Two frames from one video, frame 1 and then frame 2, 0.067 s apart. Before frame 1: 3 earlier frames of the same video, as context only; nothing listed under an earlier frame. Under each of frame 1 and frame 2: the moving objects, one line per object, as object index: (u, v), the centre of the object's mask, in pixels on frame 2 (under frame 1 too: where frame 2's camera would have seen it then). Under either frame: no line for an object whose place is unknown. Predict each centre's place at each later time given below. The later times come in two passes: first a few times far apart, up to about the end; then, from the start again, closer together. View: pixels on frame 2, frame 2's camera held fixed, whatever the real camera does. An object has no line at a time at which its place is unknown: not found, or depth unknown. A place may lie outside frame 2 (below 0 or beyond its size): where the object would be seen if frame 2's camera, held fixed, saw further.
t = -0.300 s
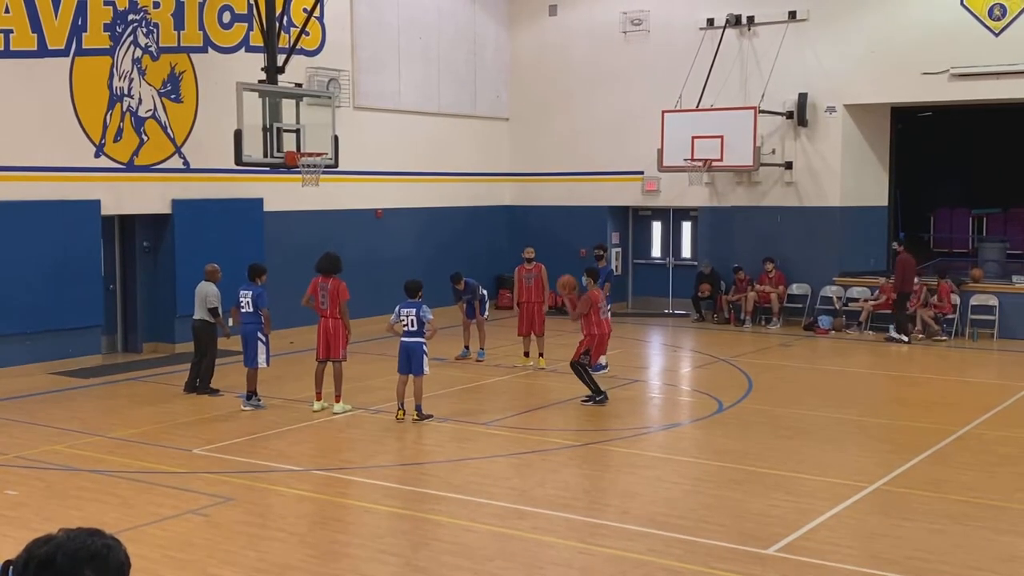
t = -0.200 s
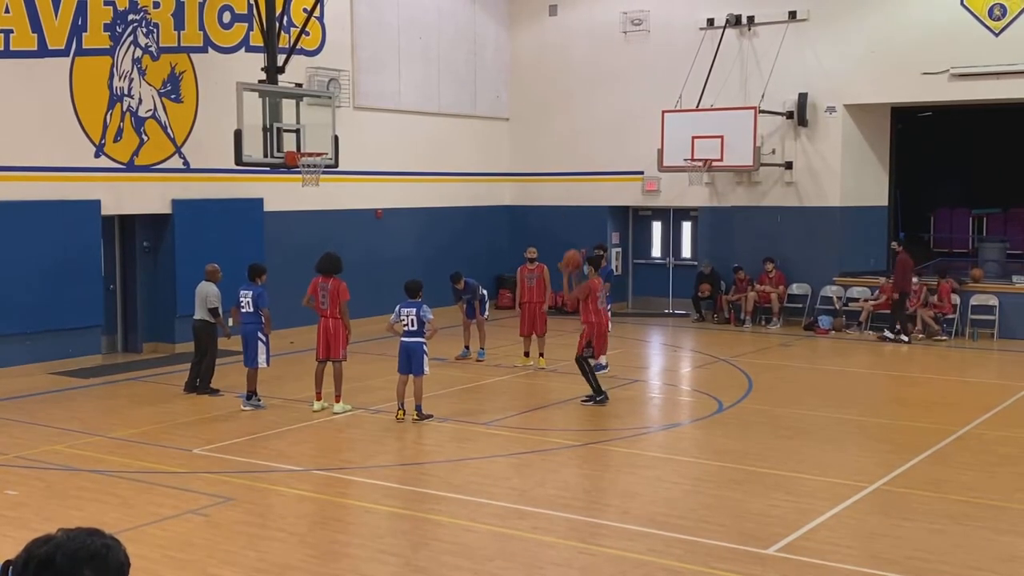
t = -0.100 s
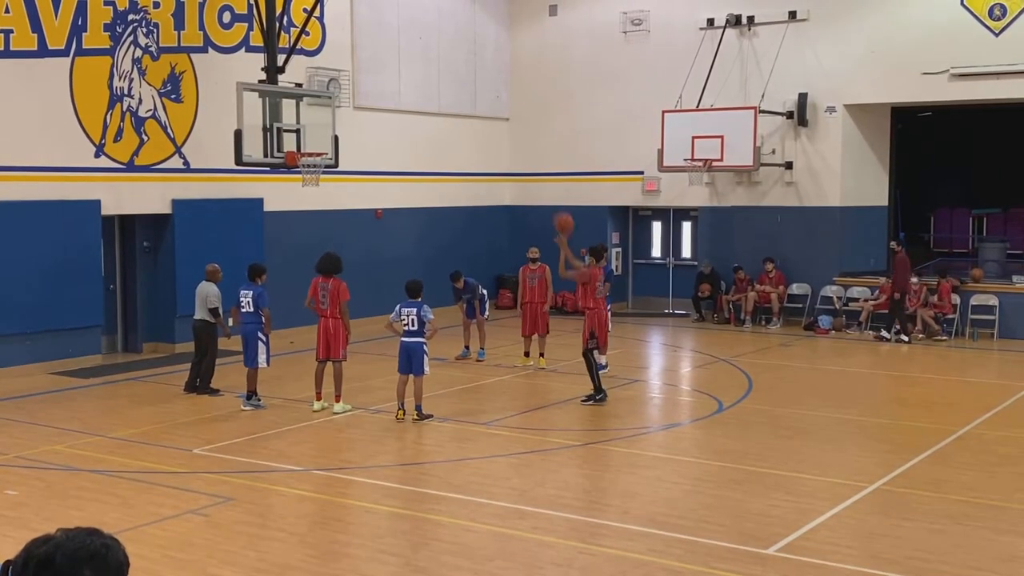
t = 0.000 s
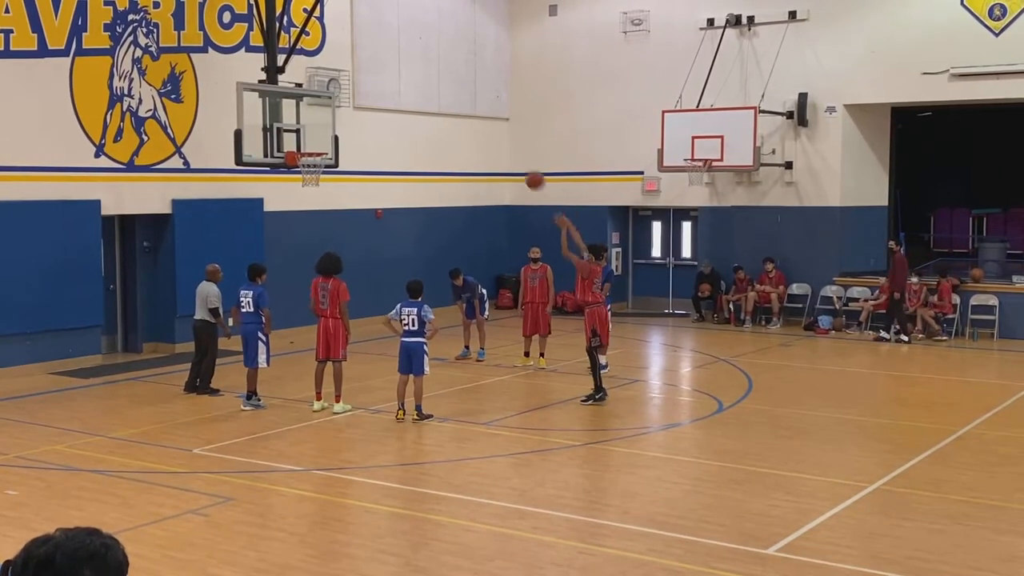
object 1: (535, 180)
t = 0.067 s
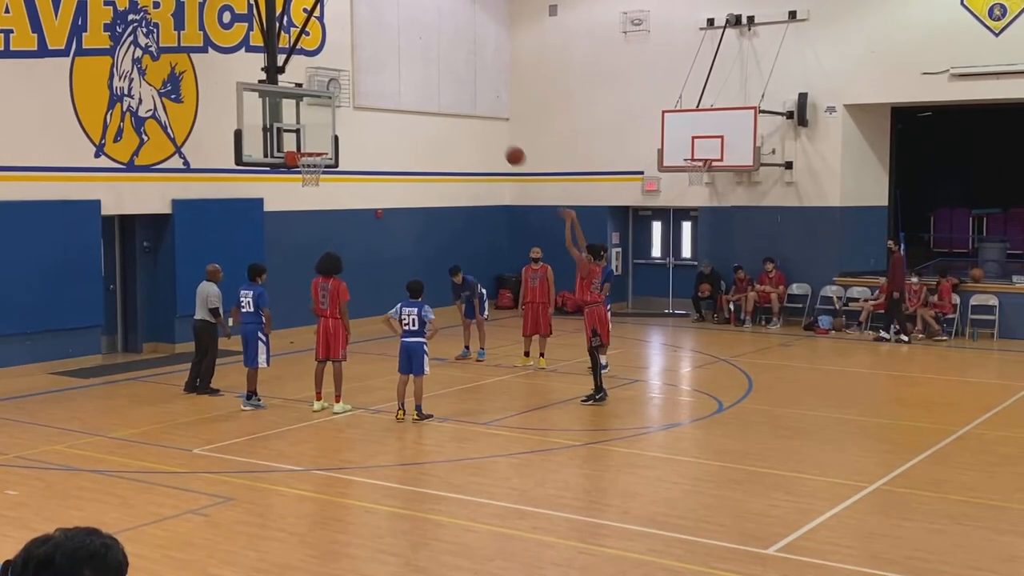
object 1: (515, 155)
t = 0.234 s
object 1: (467, 112)
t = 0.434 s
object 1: (414, 91)
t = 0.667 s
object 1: (356, 104)
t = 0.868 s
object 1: (311, 145)
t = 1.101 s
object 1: (315, 203)
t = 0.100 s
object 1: (505, 145)
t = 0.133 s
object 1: (495, 135)
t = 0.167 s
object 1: (486, 127)
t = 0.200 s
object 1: (476, 119)
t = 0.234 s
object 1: (467, 112)
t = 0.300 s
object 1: (449, 102)
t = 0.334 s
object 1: (440, 98)
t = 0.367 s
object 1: (431, 95)
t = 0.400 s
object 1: (423, 92)
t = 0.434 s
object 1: (414, 91)
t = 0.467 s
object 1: (405, 91)
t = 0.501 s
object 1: (397, 91)
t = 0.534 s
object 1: (388, 92)
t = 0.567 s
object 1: (380, 94)
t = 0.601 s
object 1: (372, 96)
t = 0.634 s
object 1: (364, 100)
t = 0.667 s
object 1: (356, 104)
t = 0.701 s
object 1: (348, 109)
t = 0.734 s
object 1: (340, 115)
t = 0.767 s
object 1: (333, 122)
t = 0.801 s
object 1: (325, 129)
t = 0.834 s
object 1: (318, 137)
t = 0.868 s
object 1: (311, 145)
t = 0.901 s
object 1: (305, 154)
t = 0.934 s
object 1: (301, 162)
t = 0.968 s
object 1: (304, 171)
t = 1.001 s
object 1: (307, 182)
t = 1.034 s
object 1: (310, 187)
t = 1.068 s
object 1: (312, 194)
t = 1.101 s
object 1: (315, 203)
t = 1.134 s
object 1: (318, 213)
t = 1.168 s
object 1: (321, 223)
